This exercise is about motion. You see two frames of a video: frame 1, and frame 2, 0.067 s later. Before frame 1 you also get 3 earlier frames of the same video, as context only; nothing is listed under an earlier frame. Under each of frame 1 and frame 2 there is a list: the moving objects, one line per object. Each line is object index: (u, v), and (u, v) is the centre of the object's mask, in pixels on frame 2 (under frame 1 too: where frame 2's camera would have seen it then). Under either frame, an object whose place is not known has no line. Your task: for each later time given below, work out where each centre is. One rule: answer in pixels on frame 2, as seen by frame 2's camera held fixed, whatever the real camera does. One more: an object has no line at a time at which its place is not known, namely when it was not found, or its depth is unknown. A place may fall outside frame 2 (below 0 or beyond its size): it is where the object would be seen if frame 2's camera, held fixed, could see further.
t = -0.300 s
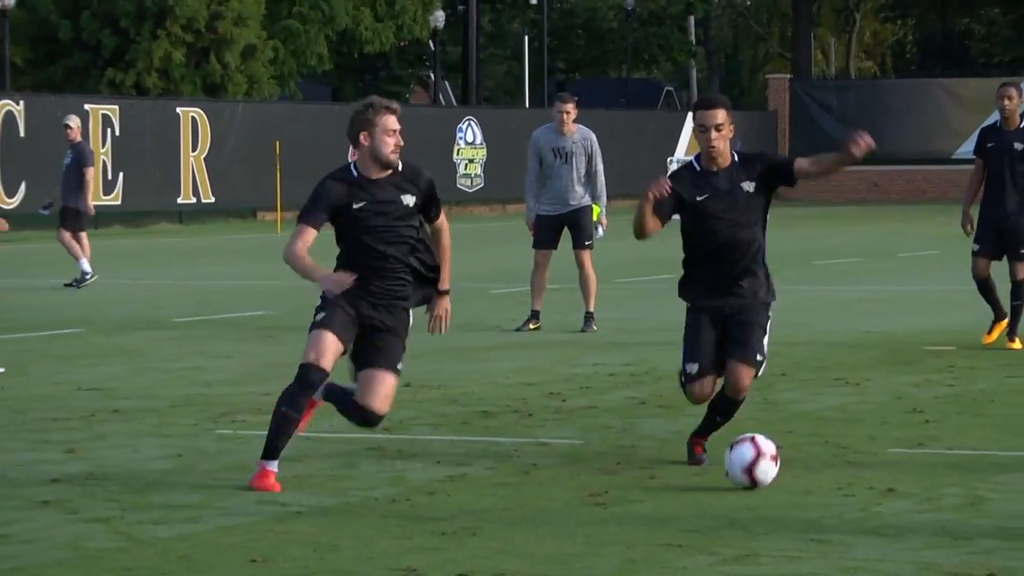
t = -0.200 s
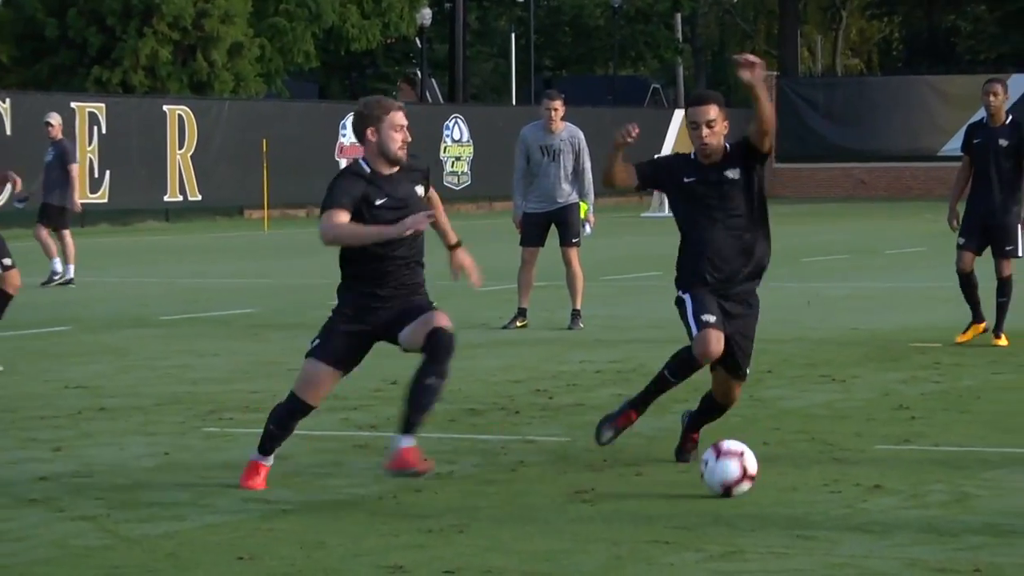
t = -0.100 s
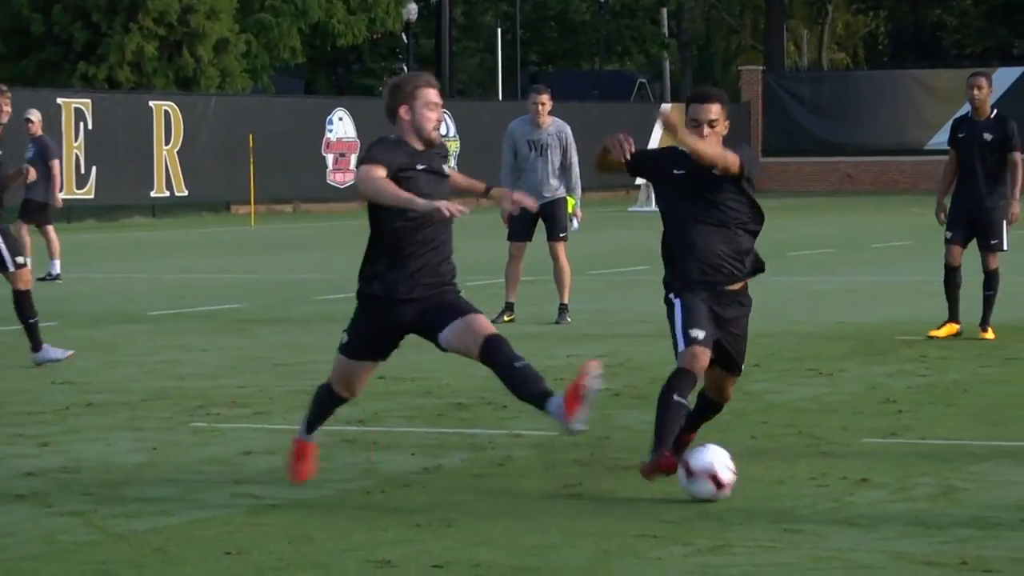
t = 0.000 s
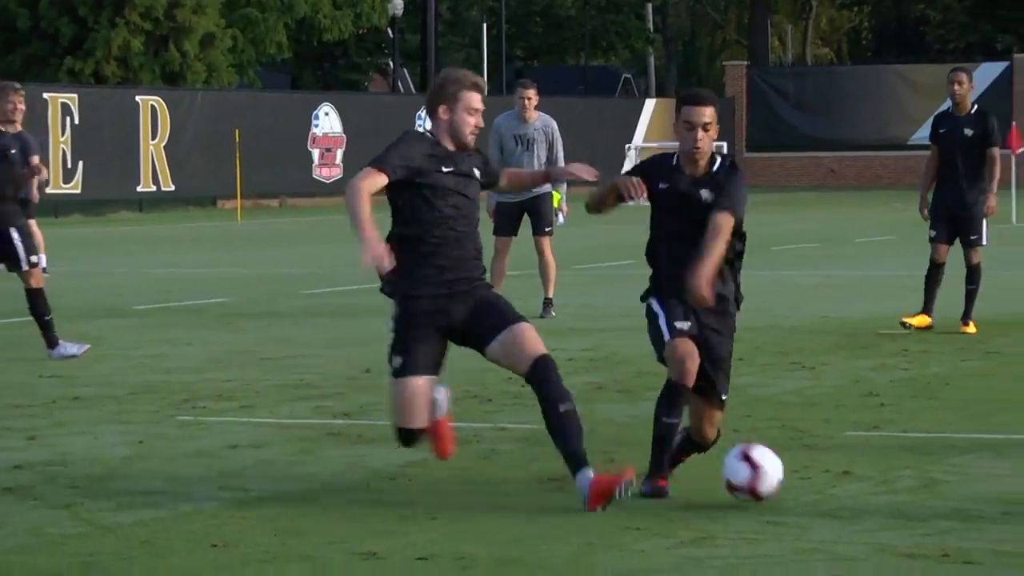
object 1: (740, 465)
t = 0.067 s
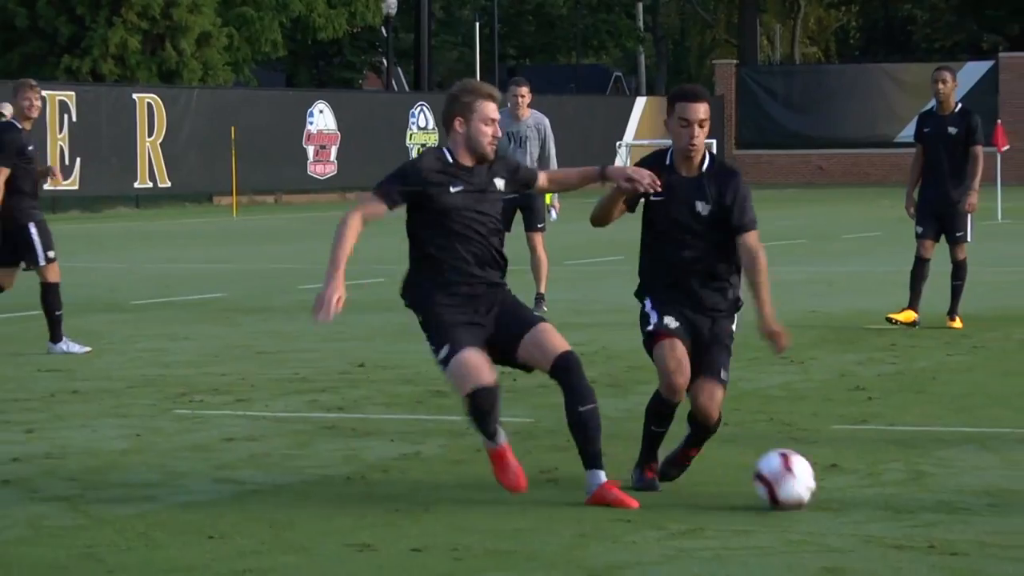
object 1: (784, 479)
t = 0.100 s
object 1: (805, 483)
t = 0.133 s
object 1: (821, 481)
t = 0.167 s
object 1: (838, 483)
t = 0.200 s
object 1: (858, 489)
